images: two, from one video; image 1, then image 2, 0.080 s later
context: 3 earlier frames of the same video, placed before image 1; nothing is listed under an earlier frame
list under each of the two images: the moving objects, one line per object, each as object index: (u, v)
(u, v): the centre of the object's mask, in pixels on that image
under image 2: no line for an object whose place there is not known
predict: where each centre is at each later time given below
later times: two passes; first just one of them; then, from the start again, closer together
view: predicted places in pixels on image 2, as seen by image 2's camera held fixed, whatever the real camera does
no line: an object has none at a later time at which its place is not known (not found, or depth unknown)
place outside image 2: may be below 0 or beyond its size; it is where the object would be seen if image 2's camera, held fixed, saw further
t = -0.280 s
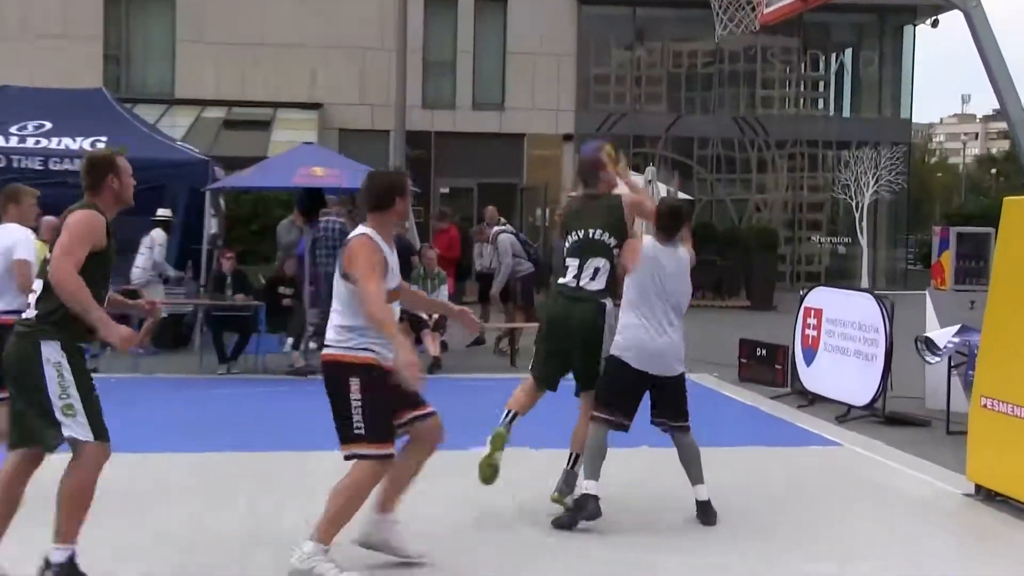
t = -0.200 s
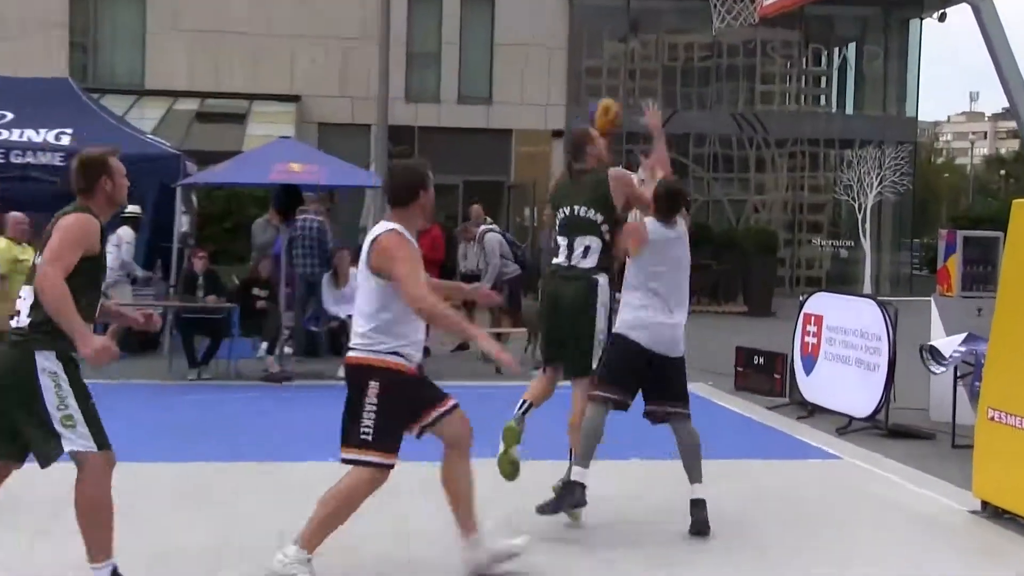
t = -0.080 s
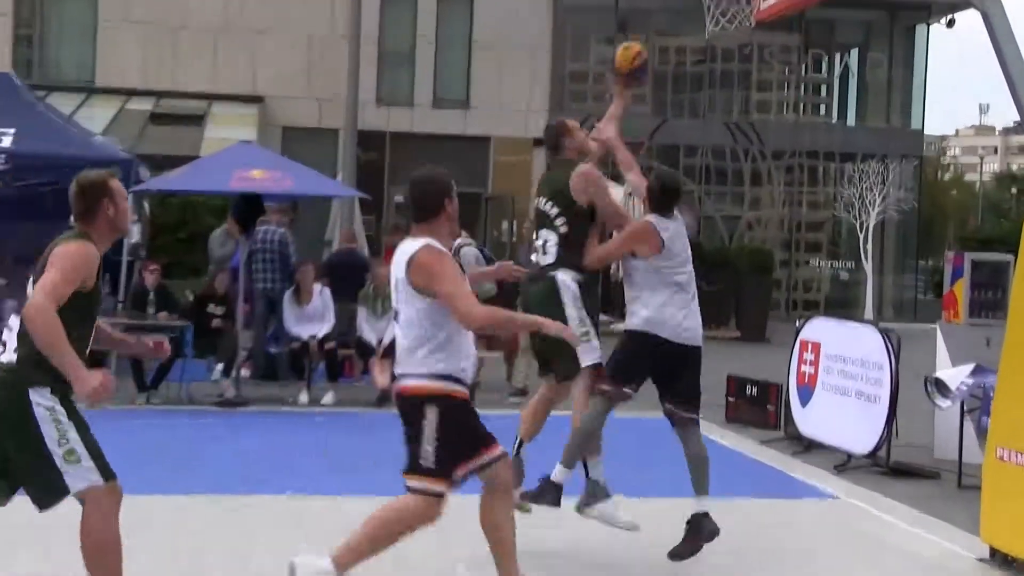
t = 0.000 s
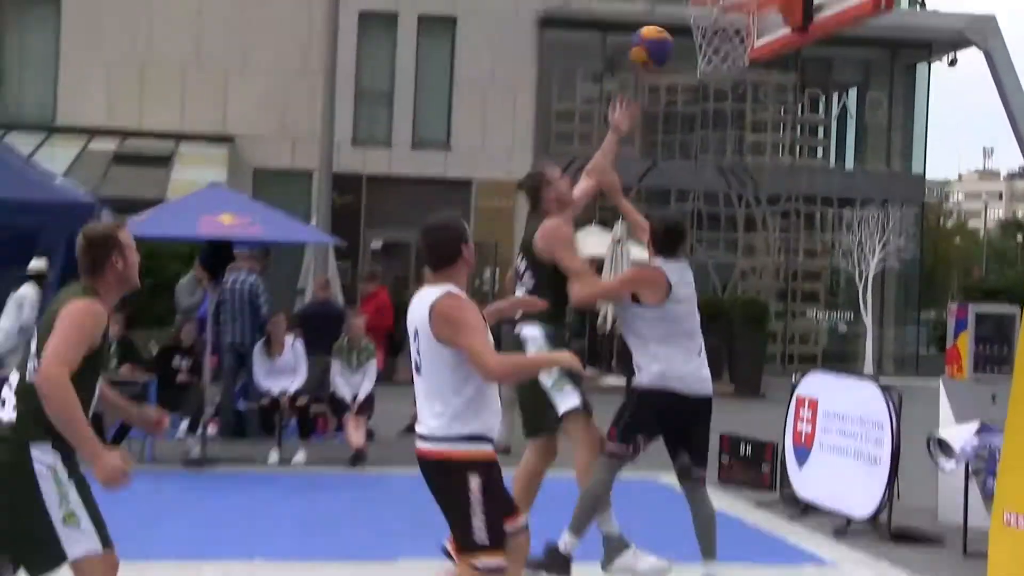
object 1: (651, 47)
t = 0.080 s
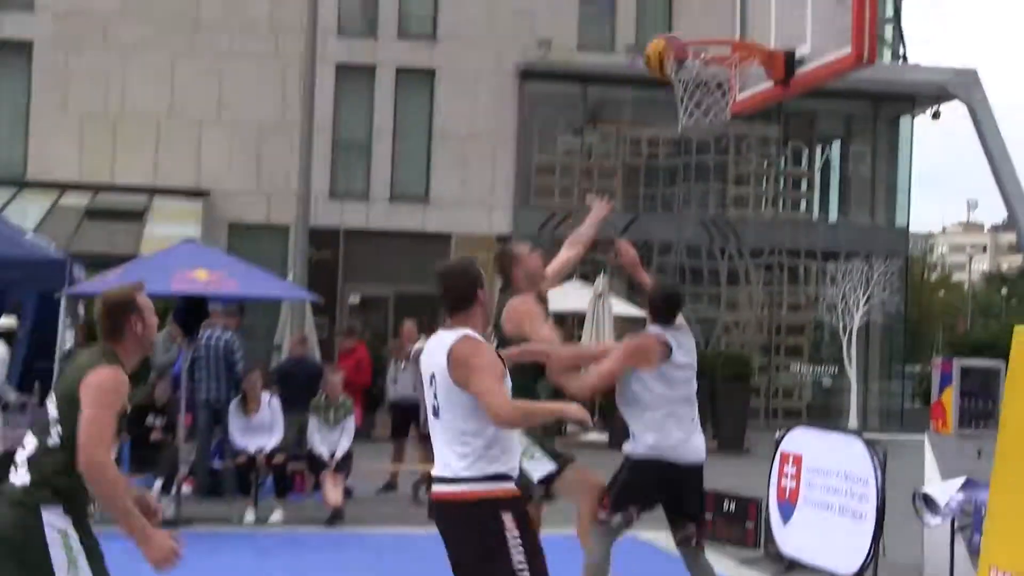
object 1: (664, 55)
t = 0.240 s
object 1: (733, 1)
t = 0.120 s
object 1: (683, 37)
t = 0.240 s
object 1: (733, 1)
